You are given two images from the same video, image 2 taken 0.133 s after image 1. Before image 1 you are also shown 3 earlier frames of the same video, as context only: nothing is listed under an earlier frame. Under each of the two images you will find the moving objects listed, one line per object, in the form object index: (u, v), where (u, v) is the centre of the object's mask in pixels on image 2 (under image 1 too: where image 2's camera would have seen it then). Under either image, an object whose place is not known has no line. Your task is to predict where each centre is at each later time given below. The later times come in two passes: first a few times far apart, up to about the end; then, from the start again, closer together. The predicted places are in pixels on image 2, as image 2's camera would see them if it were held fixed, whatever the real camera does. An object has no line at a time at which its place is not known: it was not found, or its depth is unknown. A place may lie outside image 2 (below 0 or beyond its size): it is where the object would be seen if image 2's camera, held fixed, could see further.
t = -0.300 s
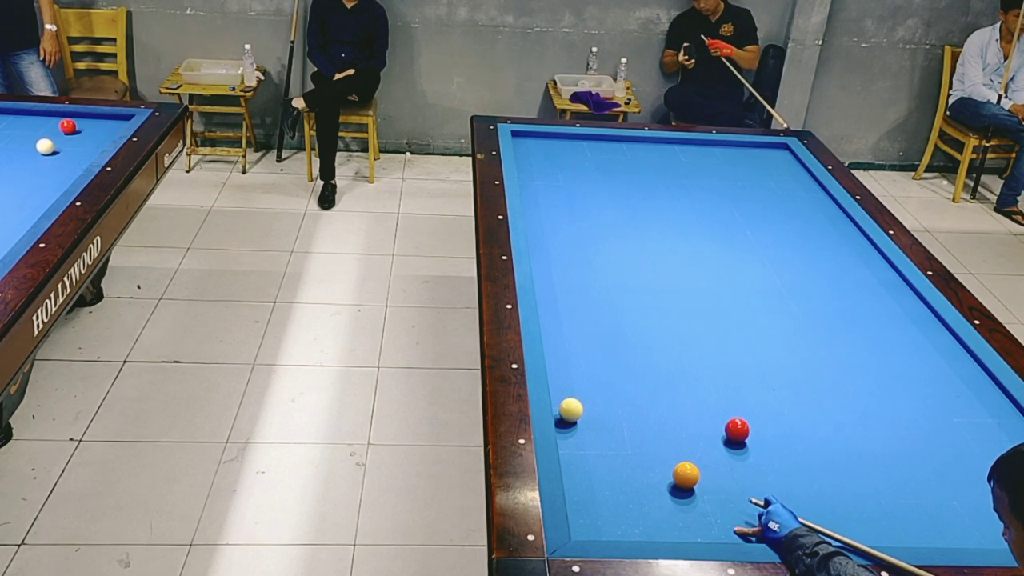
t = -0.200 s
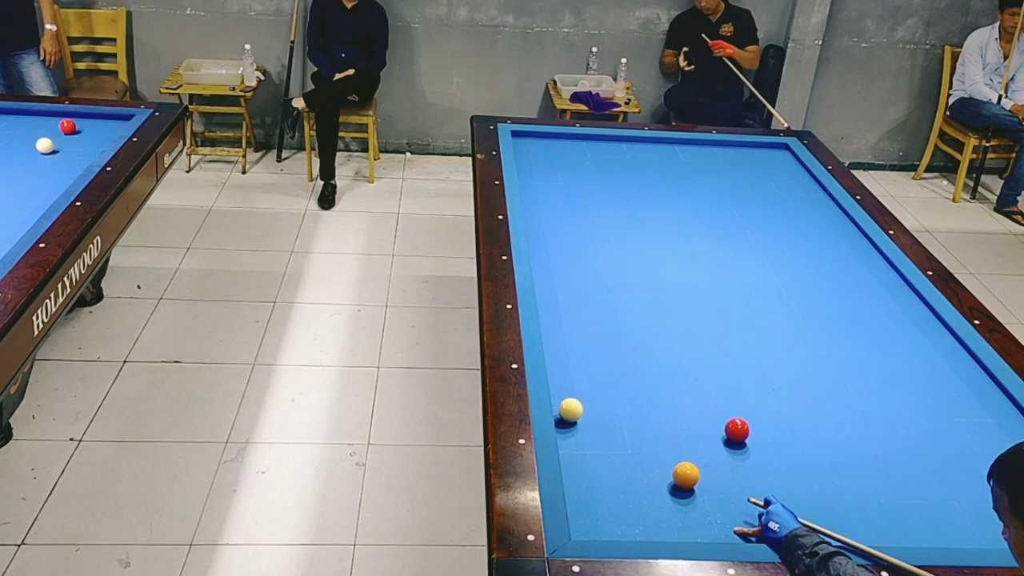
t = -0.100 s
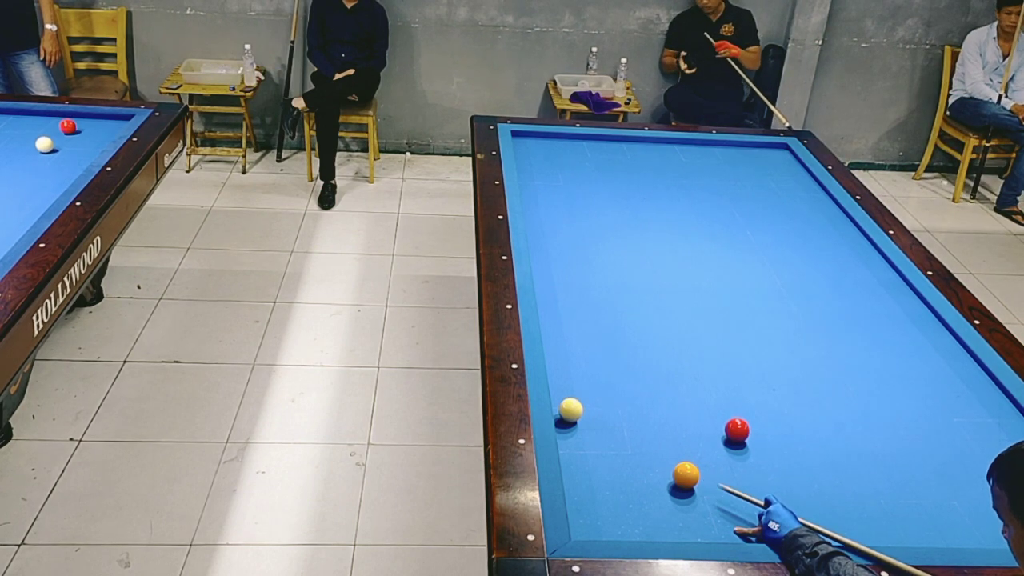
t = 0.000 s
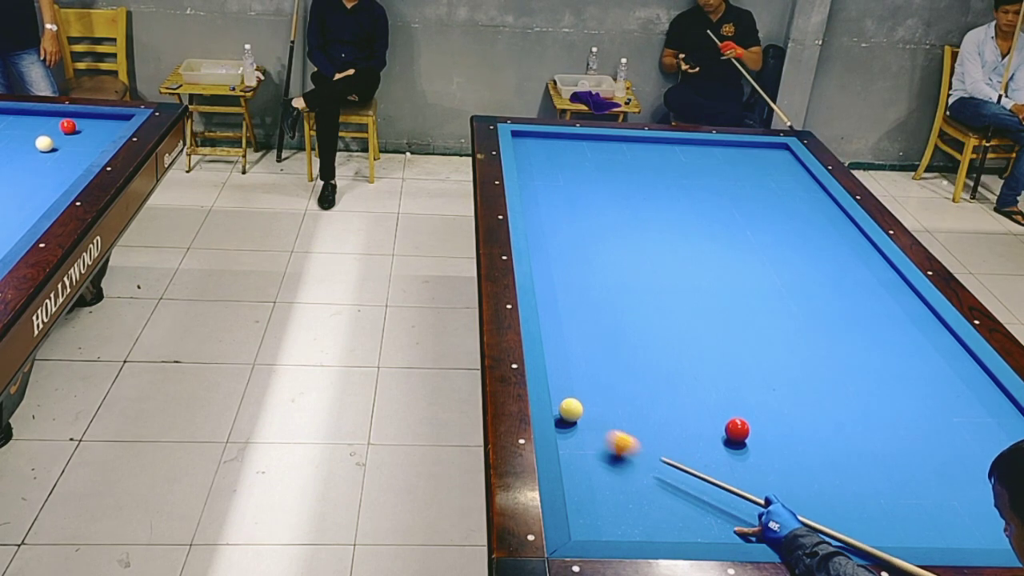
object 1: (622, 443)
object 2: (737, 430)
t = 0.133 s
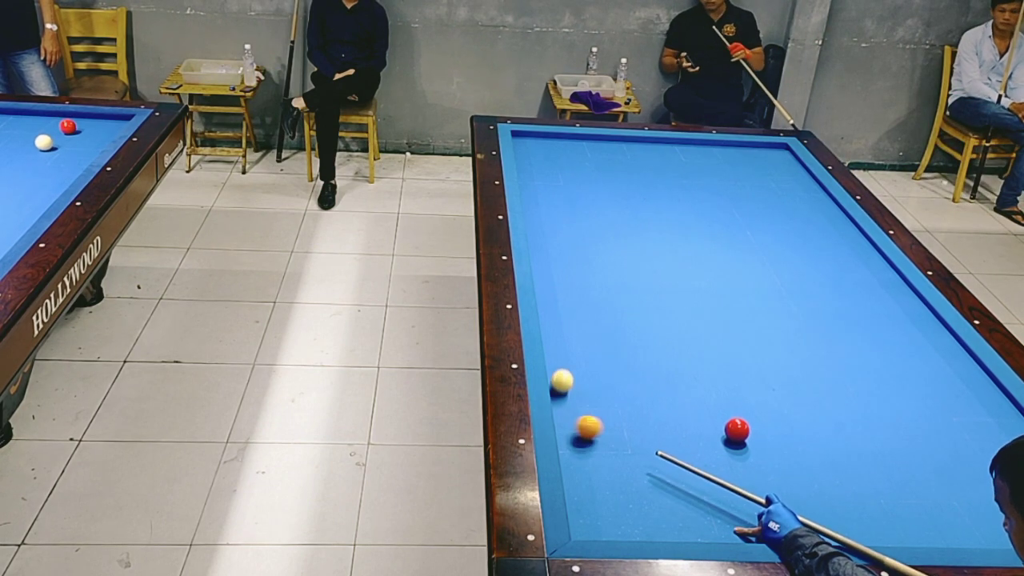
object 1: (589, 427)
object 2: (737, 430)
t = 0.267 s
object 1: (640, 428)
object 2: (737, 430)
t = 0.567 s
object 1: (723, 414)
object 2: (742, 432)
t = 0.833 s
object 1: (768, 393)
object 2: (768, 445)
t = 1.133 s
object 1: (814, 371)
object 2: (796, 460)
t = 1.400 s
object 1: (852, 354)
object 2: (822, 472)
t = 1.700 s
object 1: (890, 336)
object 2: (850, 486)
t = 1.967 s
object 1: (922, 321)
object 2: (875, 499)
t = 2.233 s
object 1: (909, 310)
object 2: (899, 511)
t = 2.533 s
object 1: (876, 299)
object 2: (925, 524)
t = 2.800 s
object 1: (848, 289)
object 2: (948, 534)
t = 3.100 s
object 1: (818, 280)
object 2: (964, 536)
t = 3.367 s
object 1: (793, 272)
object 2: (970, 533)
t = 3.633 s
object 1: (769, 264)
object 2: (976, 529)
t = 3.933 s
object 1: (745, 256)
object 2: (982, 525)
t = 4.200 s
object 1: (724, 249)
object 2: (987, 523)
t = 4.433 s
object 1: (707, 243)
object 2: (990, 520)
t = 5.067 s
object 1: (664, 229)
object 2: (996, 516)
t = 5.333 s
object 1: (649, 217)
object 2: (997, 515)
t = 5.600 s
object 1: (632, 219)
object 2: (997, 515)
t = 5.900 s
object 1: (616, 214)
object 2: (997, 515)
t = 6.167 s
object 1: (602, 209)
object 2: (997, 515)
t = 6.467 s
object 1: (588, 204)
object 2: (997, 515)
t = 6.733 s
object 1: (576, 200)
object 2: (997, 515)
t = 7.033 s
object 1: (564, 196)
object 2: (997, 515)
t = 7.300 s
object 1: (554, 193)
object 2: (997, 515)
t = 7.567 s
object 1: (544, 189)
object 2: (997, 515)
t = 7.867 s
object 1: (535, 186)
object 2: (997, 515)
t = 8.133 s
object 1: (527, 183)
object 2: (997, 515)
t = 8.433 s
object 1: (528, 181)
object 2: (997, 515)
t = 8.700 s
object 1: (531, 180)
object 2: (997, 515)
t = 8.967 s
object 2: (997, 515)
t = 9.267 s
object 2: (997, 515)
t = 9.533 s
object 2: (997, 515)
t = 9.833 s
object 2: (997, 515)
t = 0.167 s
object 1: (603, 428)
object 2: (737, 430)
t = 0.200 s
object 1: (616, 428)
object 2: (737, 430)
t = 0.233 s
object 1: (628, 428)
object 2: (737, 430)
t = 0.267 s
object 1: (640, 428)
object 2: (737, 430)
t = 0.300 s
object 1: (651, 427)
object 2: (737, 430)
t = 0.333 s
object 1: (661, 425)
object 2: (737, 430)
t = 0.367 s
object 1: (671, 424)
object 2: (737, 430)
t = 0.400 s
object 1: (680, 423)
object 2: (737, 430)
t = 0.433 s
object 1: (690, 422)
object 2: (737, 430)
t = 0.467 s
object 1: (699, 421)
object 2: (737, 430)
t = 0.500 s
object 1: (709, 419)
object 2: (737, 430)
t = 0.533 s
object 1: (717, 417)
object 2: (738, 430)
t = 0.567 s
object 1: (723, 414)
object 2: (742, 432)
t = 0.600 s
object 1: (728, 412)
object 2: (745, 434)
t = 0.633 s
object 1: (734, 409)
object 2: (749, 435)
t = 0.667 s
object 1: (740, 406)
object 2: (752, 437)
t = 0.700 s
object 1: (746, 404)
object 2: (755, 439)
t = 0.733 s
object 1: (751, 401)
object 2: (758, 440)
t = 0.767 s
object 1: (757, 398)
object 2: (761, 442)
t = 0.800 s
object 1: (763, 396)
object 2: (765, 443)
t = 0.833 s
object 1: (768, 393)
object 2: (768, 445)
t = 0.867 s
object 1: (773, 391)
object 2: (771, 447)
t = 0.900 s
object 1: (779, 388)
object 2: (774, 449)
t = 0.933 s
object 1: (784, 386)
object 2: (777, 450)
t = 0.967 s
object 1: (789, 383)
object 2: (781, 452)
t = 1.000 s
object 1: (795, 381)
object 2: (784, 453)
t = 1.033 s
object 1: (799, 379)
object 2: (787, 455)
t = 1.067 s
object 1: (804, 376)
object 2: (790, 456)
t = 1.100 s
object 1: (809, 374)
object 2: (793, 458)
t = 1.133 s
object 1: (814, 371)
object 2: (796, 460)
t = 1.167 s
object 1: (819, 369)
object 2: (800, 461)
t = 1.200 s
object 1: (824, 367)
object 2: (803, 463)
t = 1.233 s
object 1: (829, 365)
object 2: (806, 464)
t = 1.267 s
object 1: (834, 362)
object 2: (809, 466)
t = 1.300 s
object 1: (838, 360)
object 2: (812, 467)
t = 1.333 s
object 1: (843, 358)
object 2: (815, 469)
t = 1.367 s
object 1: (847, 356)
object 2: (819, 470)
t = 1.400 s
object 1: (852, 354)
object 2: (822, 472)
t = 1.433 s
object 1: (856, 352)
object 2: (825, 474)
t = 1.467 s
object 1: (861, 350)
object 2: (828, 475)
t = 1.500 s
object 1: (866, 348)
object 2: (831, 477)
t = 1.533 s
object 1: (869, 346)
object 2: (834, 478)
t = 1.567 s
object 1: (874, 344)
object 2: (837, 480)
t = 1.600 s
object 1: (878, 342)
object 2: (841, 481)
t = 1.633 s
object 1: (882, 340)
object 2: (844, 483)
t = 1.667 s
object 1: (886, 338)
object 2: (847, 485)
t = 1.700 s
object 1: (890, 336)
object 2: (850, 486)
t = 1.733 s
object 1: (894, 334)
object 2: (853, 488)
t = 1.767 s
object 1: (898, 332)
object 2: (856, 489)
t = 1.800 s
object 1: (903, 330)
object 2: (859, 491)
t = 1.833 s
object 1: (906, 328)
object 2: (862, 492)
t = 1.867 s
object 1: (910, 327)
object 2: (865, 494)
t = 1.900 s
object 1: (914, 325)
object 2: (869, 495)
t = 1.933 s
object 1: (918, 323)
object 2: (872, 497)
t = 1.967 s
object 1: (922, 321)
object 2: (875, 499)
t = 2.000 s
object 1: (925, 320)
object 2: (878, 500)
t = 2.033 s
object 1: (929, 318)
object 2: (881, 502)
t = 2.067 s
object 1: (930, 316)
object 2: (884, 503)
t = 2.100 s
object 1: (925, 315)
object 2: (887, 505)
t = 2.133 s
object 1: (921, 314)
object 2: (890, 506)
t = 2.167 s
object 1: (917, 313)
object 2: (893, 507)
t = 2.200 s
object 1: (913, 311)
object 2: (896, 509)
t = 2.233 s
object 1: (909, 310)
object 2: (899, 511)
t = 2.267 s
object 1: (906, 308)
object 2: (902, 512)
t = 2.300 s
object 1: (901, 307)
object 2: (905, 514)
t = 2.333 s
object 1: (898, 306)
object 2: (908, 515)
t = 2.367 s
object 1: (894, 305)
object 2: (911, 516)
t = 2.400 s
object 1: (890, 303)
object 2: (914, 518)
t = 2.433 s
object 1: (887, 302)
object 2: (917, 519)
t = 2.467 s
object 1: (883, 301)
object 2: (919, 521)
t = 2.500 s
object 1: (879, 300)
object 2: (922, 522)
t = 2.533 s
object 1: (876, 299)
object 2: (925, 524)
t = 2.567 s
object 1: (872, 297)
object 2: (928, 525)
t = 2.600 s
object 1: (869, 296)
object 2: (931, 527)
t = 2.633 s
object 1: (865, 295)
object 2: (934, 528)
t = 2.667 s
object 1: (861, 294)
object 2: (937, 529)
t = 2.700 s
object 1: (858, 293)
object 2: (940, 530)
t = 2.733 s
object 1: (855, 292)
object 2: (942, 532)
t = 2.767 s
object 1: (852, 291)
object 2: (945, 533)
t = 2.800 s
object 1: (848, 289)
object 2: (948, 534)
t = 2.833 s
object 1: (844, 288)
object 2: (951, 535)
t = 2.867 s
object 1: (841, 287)
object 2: (954, 536)
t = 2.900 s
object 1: (838, 286)
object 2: (957, 537)
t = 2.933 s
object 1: (834, 285)
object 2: (959, 538)
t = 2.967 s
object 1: (831, 284)
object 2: (961, 538)
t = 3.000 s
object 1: (828, 283)
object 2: (962, 537)
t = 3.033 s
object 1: (825, 282)
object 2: (963, 537)
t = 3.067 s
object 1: (821, 281)
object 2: (963, 537)
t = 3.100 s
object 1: (818, 280)
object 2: (964, 536)
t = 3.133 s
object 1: (815, 279)
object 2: (965, 536)
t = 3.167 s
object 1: (812, 278)
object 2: (966, 536)
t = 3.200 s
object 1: (809, 277)
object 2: (967, 535)
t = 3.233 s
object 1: (805, 276)
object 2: (967, 535)
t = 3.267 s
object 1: (802, 275)
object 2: (968, 535)
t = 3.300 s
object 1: (799, 274)
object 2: (969, 534)
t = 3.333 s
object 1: (796, 273)
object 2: (970, 534)
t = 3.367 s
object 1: (793, 272)
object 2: (970, 533)
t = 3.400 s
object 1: (791, 271)
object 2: (971, 533)
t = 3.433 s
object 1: (787, 270)
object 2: (972, 533)
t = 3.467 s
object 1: (784, 269)
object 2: (973, 532)
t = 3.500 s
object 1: (781, 268)
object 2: (973, 532)
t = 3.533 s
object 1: (779, 267)
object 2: (974, 531)
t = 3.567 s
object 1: (775, 266)
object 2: (975, 531)
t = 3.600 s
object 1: (773, 265)
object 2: (976, 530)
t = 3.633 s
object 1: (769, 264)
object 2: (976, 529)
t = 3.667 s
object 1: (767, 263)
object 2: (977, 529)
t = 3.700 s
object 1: (764, 263)
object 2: (978, 528)
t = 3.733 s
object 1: (761, 262)
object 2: (978, 528)
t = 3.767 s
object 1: (759, 261)
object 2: (979, 527)
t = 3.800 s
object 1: (756, 260)
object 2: (980, 526)
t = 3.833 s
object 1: (753, 259)
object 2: (980, 526)
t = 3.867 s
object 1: (750, 258)
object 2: (981, 526)
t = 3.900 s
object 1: (748, 257)
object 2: (982, 525)
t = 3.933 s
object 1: (745, 256)
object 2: (982, 525)
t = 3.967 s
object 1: (742, 255)
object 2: (983, 524)
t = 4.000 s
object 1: (740, 254)
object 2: (984, 525)
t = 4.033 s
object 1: (737, 253)
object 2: (984, 524)
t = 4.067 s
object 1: (735, 253)
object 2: (985, 524)
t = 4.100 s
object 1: (732, 252)
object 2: (985, 524)
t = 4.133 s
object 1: (729, 251)
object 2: (986, 523)
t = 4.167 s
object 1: (727, 250)
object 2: (986, 523)
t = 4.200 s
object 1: (724, 249)
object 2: (987, 523)
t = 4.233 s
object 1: (721, 249)
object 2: (987, 522)
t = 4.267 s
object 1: (719, 248)
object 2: (988, 522)
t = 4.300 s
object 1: (716, 247)
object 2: (989, 522)
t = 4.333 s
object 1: (714, 246)
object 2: (989, 521)
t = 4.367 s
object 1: (712, 245)
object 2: (990, 521)
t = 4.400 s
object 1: (709, 244)
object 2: (990, 521)
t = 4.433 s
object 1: (707, 243)
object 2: (990, 520)
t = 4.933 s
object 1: (672, 232)
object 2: (995, 516)
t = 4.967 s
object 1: (670, 232)
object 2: (995, 516)
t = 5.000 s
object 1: (668, 231)
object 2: (996, 516)
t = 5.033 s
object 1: (666, 230)
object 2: (996, 516)
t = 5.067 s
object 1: (664, 229)
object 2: (996, 516)
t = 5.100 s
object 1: (661, 229)
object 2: (996, 516)
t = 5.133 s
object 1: (659, 228)
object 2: (996, 515)
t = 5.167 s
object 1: (657, 227)
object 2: (996, 515)
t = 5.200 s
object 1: (655, 227)
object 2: (997, 515)
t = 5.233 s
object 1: (652, 224)
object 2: (997, 515)
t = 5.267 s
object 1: (651, 219)
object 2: (997, 515)
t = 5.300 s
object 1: (650, 216)
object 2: (997, 515)
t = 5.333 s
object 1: (649, 217)
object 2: (997, 515)
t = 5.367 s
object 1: (648, 218)
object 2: (997, 515)
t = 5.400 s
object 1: (645, 221)
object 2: (997, 515)
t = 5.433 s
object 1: (641, 222)
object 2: (997, 515)
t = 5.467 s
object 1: (640, 221)
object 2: (997, 515)
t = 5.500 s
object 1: (638, 220)
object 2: (997, 515)
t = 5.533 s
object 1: (636, 220)
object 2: (997, 515)
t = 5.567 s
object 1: (634, 219)
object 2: (997, 515)
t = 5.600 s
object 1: (632, 219)
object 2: (997, 515)
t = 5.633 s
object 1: (630, 218)
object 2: (997, 515)
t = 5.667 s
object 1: (628, 217)
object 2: (997, 515)
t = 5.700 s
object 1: (626, 217)
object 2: (997, 515)
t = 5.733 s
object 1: (624, 216)
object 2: (997, 515)
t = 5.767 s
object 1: (623, 216)
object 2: (997, 515)
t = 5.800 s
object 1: (621, 215)
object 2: (997, 515)
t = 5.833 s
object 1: (619, 215)
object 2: (997, 515)
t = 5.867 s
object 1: (617, 214)
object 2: (997, 515)
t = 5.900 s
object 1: (616, 214)
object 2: (997, 515)
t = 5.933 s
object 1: (614, 213)
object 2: (997, 515)
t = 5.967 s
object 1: (612, 213)
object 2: (997, 515)
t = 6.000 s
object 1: (611, 212)
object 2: (997, 515)
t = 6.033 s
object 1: (609, 211)
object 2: (997, 515)
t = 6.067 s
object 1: (607, 211)
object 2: (997, 515)
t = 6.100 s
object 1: (605, 210)
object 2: (997, 515)
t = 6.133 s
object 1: (604, 210)
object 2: (997, 515)
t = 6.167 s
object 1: (602, 209)
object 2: (997, 515)
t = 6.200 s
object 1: (601, 209)
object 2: (997, 515)
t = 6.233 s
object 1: (599, 208)
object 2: (997, 515)
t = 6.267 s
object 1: (597, 207)
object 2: (997, 515)
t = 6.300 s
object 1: (596, 207)
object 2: (997, 515)
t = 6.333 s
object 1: (595, 206)
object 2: (997, 515)
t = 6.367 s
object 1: (593, 206)
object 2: (997, 515)
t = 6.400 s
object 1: (591, 205)
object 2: (997, 515)
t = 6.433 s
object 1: (590, 205)
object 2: (997, 515)
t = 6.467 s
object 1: (588, 204)
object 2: (997, 515)
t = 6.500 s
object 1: (587, 204)
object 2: (997, 515)
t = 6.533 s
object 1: (585, 203)
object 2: (997, 515)
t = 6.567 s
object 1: (584, 203)
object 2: (997, 515)
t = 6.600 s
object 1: (582, 202)
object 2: (997, 515)
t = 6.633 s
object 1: (581, 202)
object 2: (997, 515)
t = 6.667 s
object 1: (579, 201)
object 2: (997, 515)
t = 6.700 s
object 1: (578, 201)
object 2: (997, 515)
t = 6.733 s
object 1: (576, 200)
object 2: (997, 515)
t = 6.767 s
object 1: (575, 200)
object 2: (997, 515)
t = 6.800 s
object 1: (574, 199)
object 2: (997, 515)
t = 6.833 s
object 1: (572, 199)
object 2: (997, 515)
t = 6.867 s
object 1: (571, 198)
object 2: (997, 515)
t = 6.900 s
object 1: (570, 198)
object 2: (997, 515)
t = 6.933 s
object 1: (568, 198)
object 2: (997, 515)
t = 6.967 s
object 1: (567, 197)
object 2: (997, 515)
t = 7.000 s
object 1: (565, 197)
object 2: (997, 515)
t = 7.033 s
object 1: (564, 196)
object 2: (997, 515)
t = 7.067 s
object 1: (563, 196)
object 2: (997, 515)
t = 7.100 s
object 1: (561, 195)
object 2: (997, 515)
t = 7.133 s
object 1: (560, 195)
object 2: (997, 515)
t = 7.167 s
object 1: (559, 194)
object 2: (997, 515)
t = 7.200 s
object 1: (558, 194)
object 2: (997, 515)
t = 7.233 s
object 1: (557, 193)
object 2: (997, 515)
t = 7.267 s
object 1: (555, 193)
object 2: (997, 515)
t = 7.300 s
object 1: (554, 193)
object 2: (997, 515)
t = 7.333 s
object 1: (553, 192)
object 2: (997, 515)
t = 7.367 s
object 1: (552, 192)
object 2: (997, 515)
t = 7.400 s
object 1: (550, 191)
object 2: (997, 515)
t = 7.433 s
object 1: (549, 191)
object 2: (997, 515)
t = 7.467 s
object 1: (548, 190)
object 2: (997, 515)
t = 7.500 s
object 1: (547, 190)
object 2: (997, 515)
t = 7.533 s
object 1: (546, 190)
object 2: (997, 515)
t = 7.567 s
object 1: (544, 189)
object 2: (997, 515)
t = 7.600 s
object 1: (543, 189)
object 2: (997, 515)
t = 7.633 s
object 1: (542, 188)
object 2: (997, 515)
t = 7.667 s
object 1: (541, 188)
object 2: (997, 515)
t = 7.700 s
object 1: (540, 188)
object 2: (997, 515)
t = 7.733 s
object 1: (539, 187)
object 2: (997, 515)
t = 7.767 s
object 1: (538, 187)
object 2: (997, 515)
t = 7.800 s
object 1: (537, 187)
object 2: (997, 515)
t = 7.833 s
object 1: (536, 186)
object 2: (997, 515)
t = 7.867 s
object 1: (535, 186)
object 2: (997, 515)
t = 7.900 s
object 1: (534, 185)
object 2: (997, 515)
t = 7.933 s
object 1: (533, 185)
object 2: (997, 515)
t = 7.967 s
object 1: (532, 185)
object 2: (997, 515)
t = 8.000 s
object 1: (531, 184)
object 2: (997, 515)
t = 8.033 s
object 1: (530, 184)
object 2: (997, 515)
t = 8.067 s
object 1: (529, 184)
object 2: (997, 515)
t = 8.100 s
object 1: (528, 183)
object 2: (997, 515)
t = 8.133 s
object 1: (527, 183)
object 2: (997, 515)
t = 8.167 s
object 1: (527, 183)
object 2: (997, 515)
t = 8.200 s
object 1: (526, 182)
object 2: (997, 515)
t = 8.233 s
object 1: (526, 182)
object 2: (997, 515)
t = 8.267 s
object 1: (526, 182)
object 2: (997, 515)
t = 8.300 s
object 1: (526, 182)
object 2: (997, 515)
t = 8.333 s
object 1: (527, 182)
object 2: (997, 515)
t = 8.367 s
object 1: (527, 181)
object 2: (997, 515)
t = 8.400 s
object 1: (528, 181)
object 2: (997, 515)
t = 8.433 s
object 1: (528, 181)
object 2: (997, 515)
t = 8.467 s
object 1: (528, 181)
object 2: (997, 515)
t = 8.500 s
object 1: (529, 181)
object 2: (997, 515)
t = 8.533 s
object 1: (529, 181)
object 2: (997, 515)
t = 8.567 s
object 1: (529, 181)
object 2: (997, 515)
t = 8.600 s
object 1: (530, 180)
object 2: (997, 515)
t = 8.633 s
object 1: (530, 180)
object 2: (997, 515)
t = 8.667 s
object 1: (531, 180)
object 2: (997, 515)
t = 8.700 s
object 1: (531, 180)
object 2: (997, 515)
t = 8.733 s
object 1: (531, 180)
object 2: (997, 515)
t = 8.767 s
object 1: (532, 180)
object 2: (997, 515)
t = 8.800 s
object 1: (532, 180)
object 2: (997, 515)
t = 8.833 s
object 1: (532, 180)
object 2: (997, 515)
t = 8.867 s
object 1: (533, 180)
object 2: (997, 515)
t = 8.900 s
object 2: (997, 515)
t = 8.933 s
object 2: (997, 515)
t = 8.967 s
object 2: (997, 515)
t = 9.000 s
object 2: (997, 515)
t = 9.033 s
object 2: (997, 515)
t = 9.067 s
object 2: (997, 515)
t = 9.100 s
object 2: (997, 515)
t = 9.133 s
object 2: (997, 515)
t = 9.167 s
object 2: (997, 515)
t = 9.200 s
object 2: (997, 515)
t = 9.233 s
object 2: (997, 515)
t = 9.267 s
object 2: (997, 515)
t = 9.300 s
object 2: (997, 515)
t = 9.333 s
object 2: (997, 515)
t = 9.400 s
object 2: (997, 515)
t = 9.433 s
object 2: (997, 515)
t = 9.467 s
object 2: (997, 515)
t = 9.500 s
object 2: (997, 515)
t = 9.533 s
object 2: (997, 515)
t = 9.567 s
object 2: (997, 515)
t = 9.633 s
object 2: (997, 515)
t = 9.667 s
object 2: (997, 515)
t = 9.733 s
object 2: (997, 515)
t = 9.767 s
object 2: (996, 515)
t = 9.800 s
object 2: (997, 515)
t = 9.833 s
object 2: (997, 515)
